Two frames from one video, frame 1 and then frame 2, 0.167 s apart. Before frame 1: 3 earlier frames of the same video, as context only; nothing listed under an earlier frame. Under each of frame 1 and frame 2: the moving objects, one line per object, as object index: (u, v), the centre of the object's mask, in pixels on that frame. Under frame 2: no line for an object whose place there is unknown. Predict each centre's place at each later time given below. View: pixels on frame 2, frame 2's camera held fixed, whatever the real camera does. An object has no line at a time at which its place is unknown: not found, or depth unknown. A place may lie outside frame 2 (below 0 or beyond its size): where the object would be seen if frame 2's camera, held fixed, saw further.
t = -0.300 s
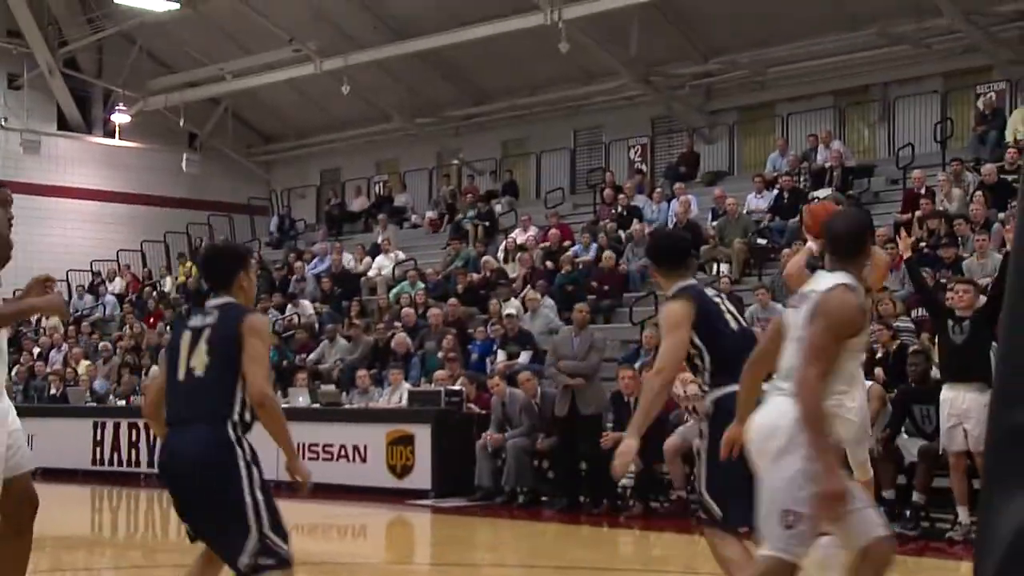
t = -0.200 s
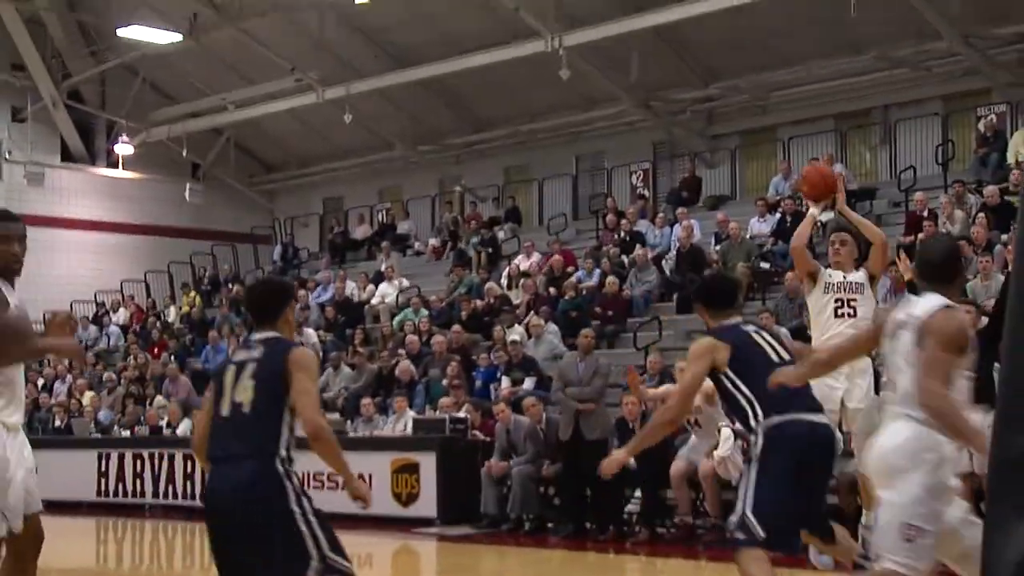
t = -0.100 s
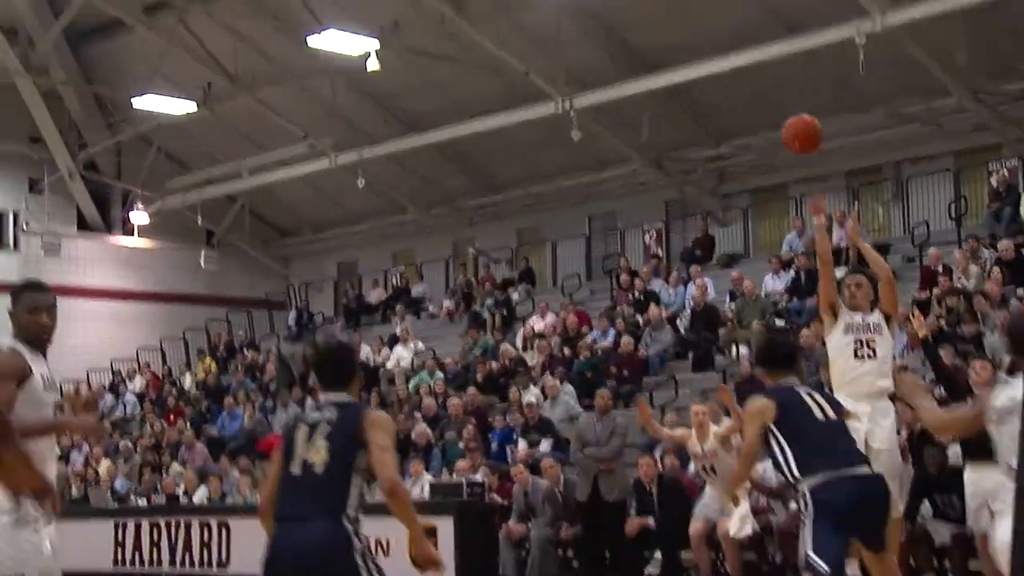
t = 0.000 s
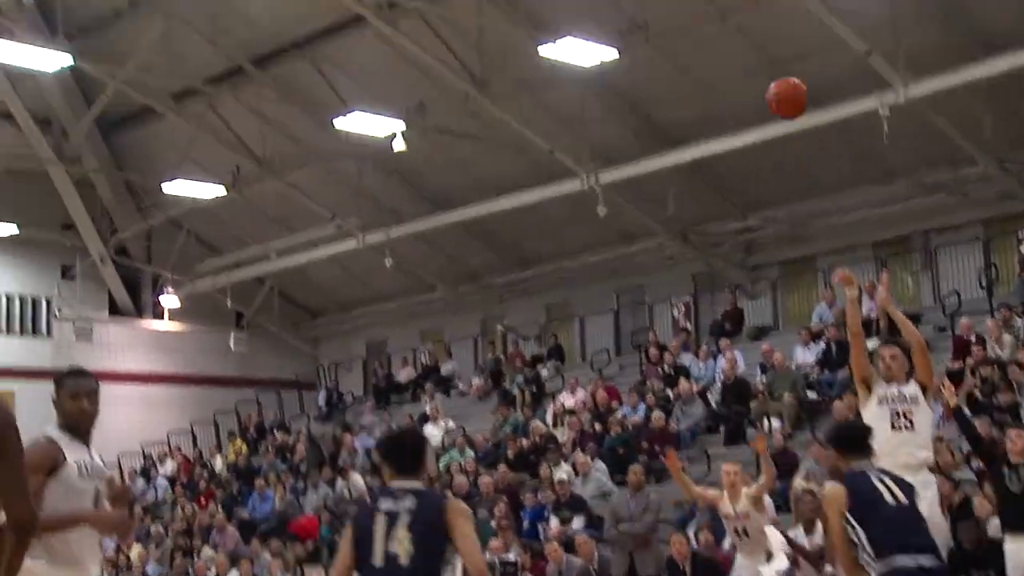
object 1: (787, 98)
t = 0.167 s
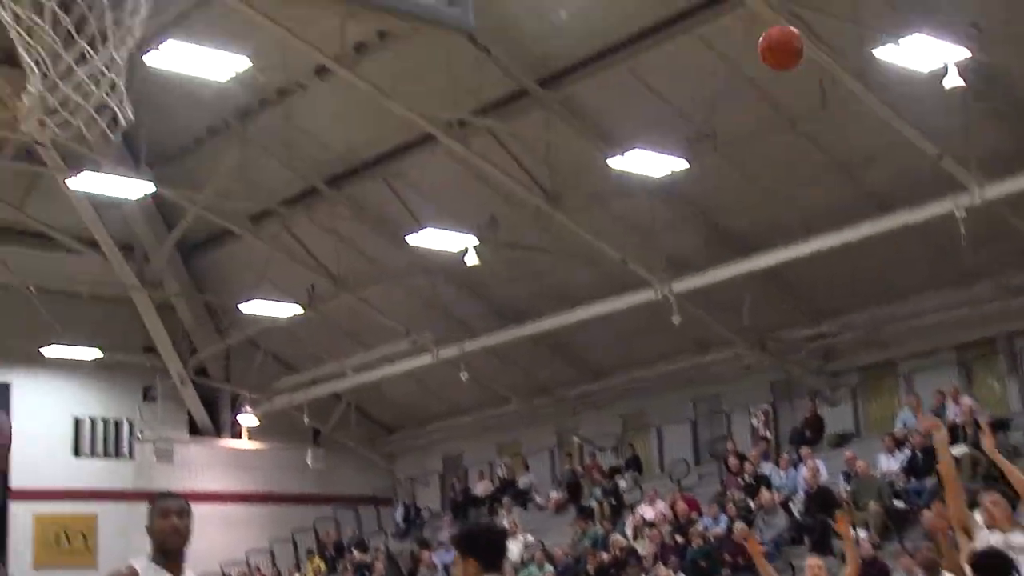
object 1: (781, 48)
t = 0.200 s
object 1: (764, 17)
